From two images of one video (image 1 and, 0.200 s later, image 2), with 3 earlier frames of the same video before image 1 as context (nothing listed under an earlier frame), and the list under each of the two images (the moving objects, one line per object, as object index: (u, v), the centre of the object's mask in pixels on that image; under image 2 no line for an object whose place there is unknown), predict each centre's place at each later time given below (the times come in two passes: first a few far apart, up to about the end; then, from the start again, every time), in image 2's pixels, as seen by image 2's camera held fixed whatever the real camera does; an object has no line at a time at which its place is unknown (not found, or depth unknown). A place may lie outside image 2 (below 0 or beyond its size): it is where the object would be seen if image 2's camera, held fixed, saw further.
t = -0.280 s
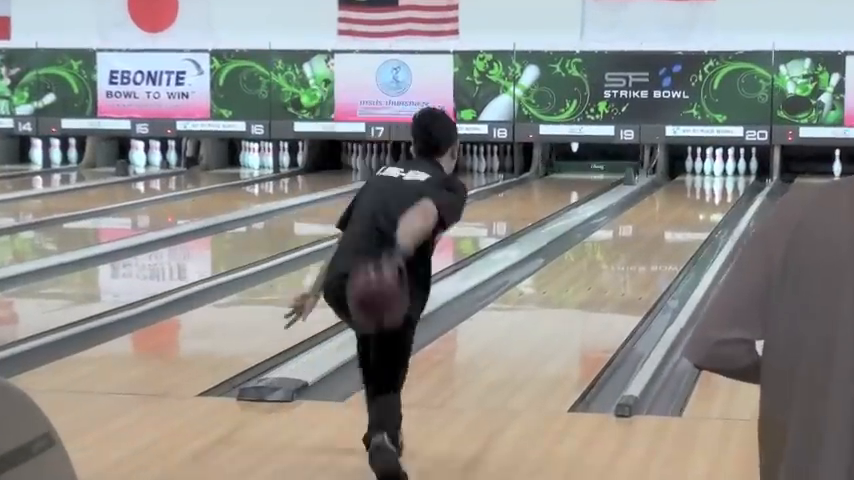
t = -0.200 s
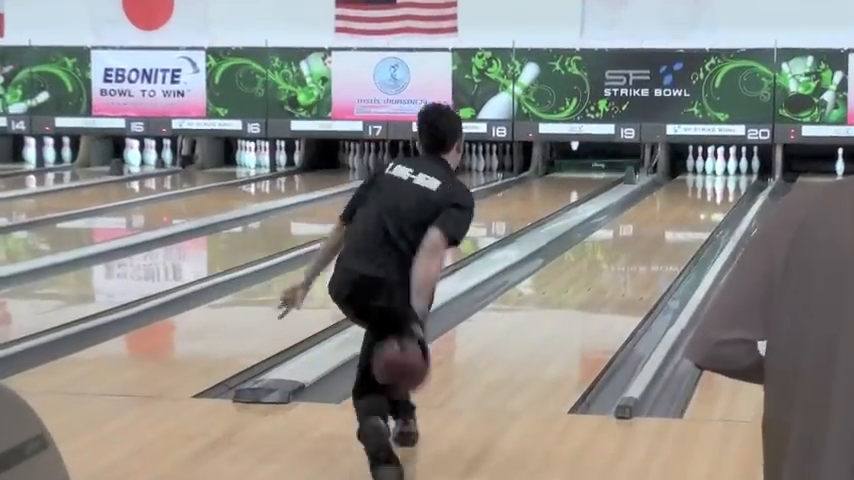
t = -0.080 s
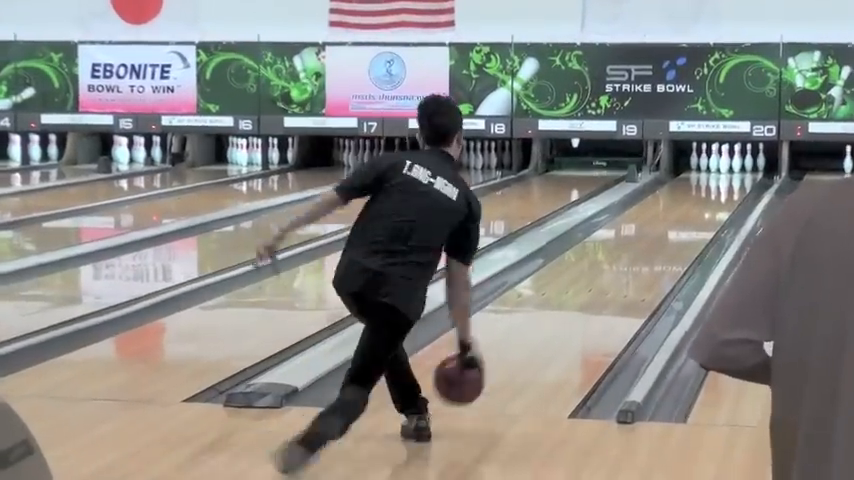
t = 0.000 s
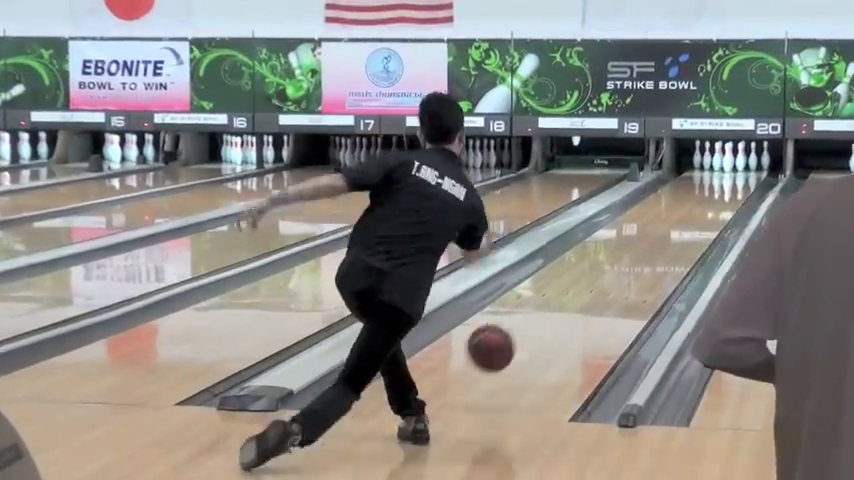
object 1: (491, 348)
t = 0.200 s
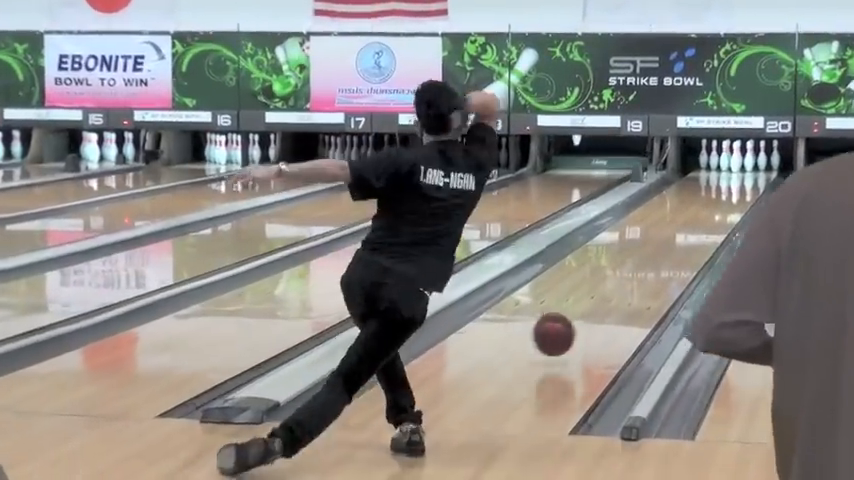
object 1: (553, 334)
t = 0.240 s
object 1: (565, 334)
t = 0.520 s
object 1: (624, 284)
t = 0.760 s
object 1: (661, 254)
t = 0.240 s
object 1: (565, 334)
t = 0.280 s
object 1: (575, 323)
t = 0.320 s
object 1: (584, 316)
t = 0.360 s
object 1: (593, 309)
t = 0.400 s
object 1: (601, 303)
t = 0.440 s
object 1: (609, 296)
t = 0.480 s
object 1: (617, 290)
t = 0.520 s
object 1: (624, 284)
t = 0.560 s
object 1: (631, 278)
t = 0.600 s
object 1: (638, 273)
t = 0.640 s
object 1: (644, 268)
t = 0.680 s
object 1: (650, 263)
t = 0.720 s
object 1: (655, 258)
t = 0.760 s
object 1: (661, 254)
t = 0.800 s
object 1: (666, 250)
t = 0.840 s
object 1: (670, 246)
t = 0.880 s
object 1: (675, 242)
